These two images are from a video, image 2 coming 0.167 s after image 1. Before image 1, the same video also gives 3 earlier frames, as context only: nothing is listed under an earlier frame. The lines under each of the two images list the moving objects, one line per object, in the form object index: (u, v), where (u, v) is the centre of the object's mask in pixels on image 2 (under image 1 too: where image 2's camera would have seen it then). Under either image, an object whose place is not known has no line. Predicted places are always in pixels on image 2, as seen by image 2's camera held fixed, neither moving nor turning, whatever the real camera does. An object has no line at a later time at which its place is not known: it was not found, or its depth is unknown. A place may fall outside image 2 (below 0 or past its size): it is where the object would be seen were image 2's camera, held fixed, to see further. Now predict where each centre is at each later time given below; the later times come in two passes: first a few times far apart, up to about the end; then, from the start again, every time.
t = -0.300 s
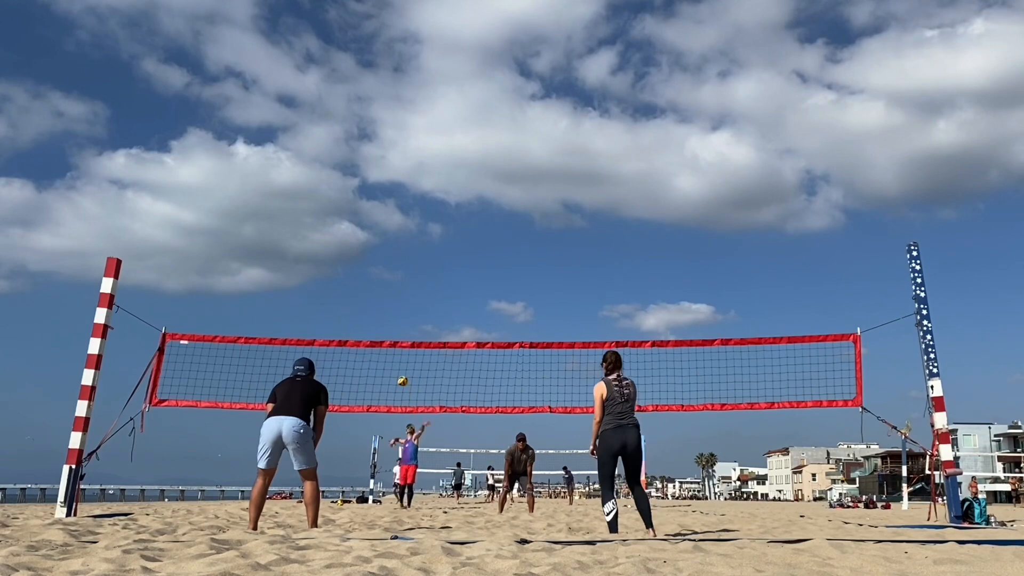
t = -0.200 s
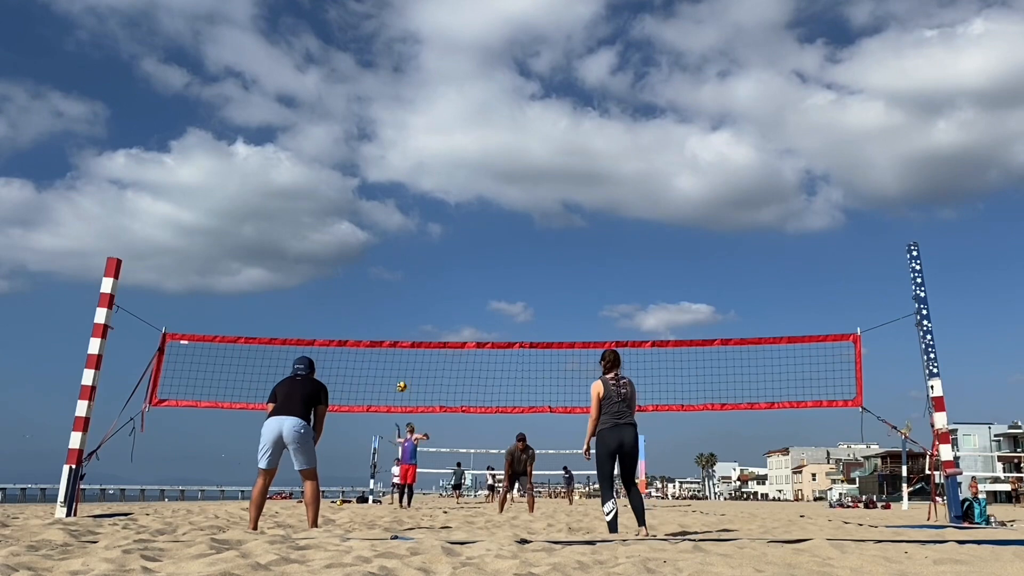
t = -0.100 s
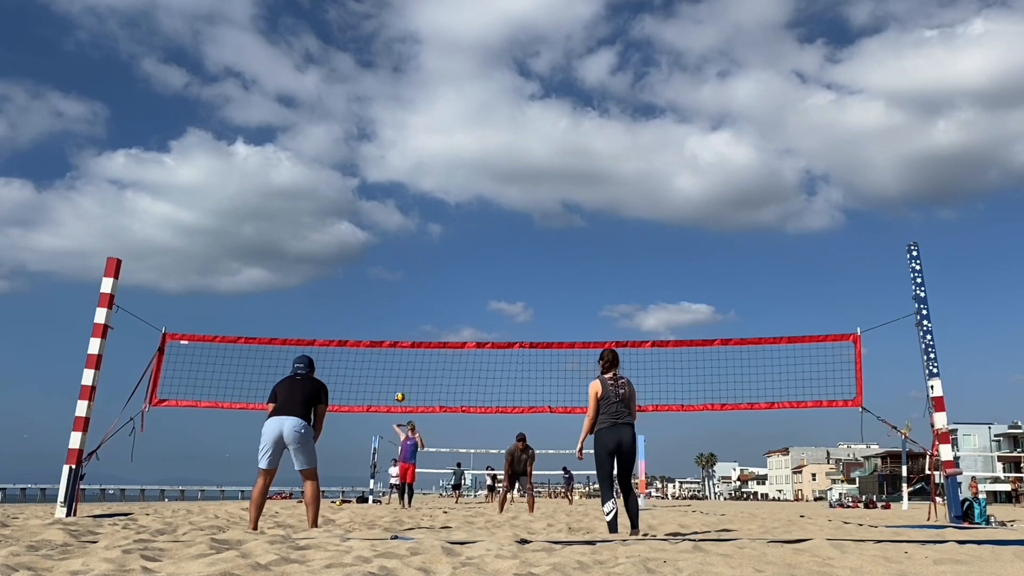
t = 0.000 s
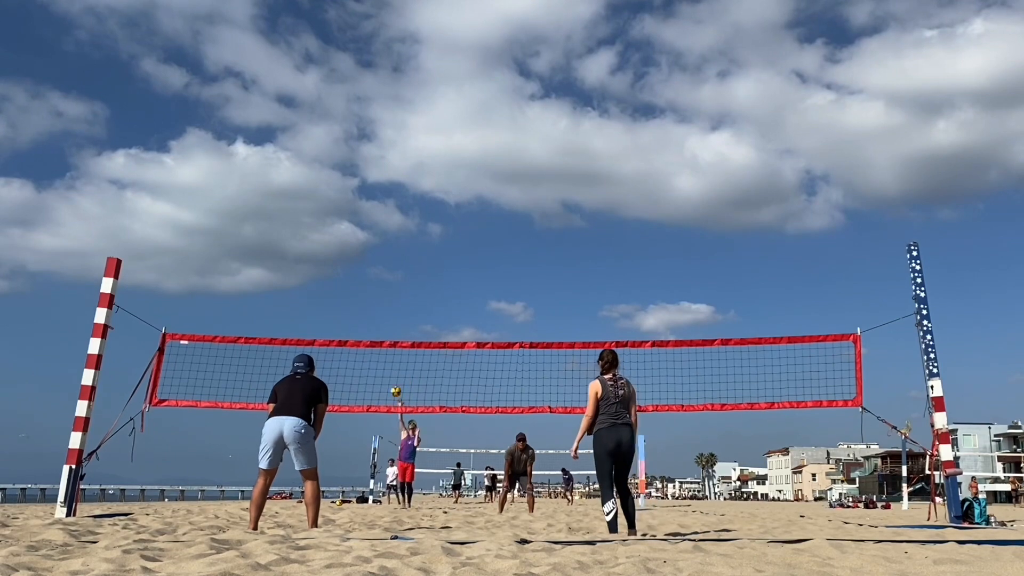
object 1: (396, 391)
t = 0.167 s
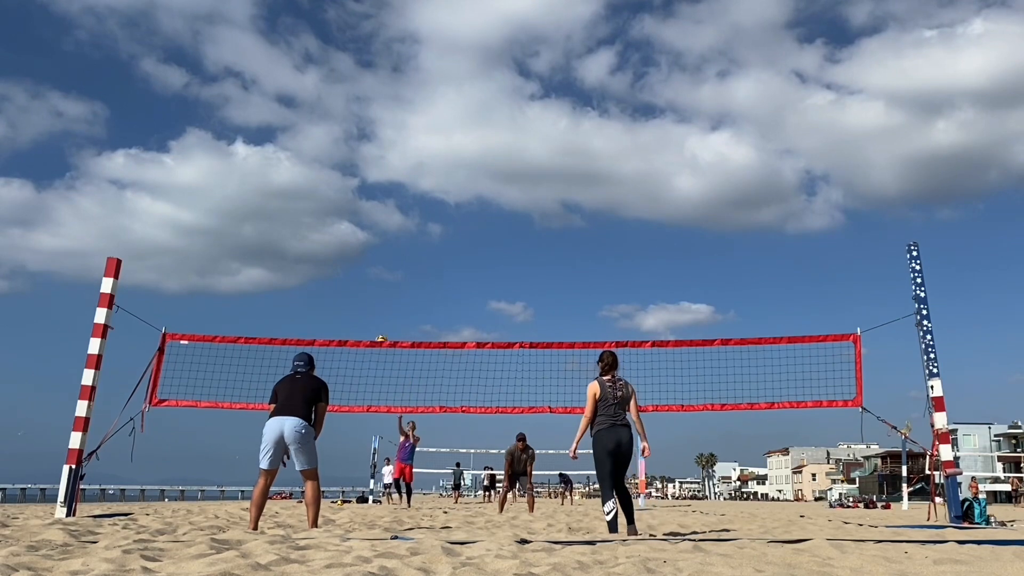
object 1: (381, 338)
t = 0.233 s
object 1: (374, 322)
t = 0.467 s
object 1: (339, 271)
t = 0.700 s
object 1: (296, 248)
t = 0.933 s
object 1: (227, 264)
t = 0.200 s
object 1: (378, 331)
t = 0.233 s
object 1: (374, 322)
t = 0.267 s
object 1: (369, 313)
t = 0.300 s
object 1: (365, 305)
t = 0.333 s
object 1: (360, 297)
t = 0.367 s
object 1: (355, 290)
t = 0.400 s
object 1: (350, 283)
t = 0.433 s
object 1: (344, 277)
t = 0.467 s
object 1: (339, 271)
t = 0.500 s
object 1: (333, 266)
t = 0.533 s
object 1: (328, 262)
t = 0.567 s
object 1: (322, 258)
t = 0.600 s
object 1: (316, 254)
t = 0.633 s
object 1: (310, 251)
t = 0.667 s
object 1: (303, 249)
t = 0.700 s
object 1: (296, 248)
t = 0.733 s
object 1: (287, 247)
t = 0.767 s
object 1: (279, 247)
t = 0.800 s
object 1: (270, 248)
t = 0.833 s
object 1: (260, 251)
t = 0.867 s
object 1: (250, 254)
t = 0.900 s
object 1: (239, 259)
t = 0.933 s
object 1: (227, 264)
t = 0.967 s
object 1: (215, 271)
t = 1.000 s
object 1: (203, 281)
